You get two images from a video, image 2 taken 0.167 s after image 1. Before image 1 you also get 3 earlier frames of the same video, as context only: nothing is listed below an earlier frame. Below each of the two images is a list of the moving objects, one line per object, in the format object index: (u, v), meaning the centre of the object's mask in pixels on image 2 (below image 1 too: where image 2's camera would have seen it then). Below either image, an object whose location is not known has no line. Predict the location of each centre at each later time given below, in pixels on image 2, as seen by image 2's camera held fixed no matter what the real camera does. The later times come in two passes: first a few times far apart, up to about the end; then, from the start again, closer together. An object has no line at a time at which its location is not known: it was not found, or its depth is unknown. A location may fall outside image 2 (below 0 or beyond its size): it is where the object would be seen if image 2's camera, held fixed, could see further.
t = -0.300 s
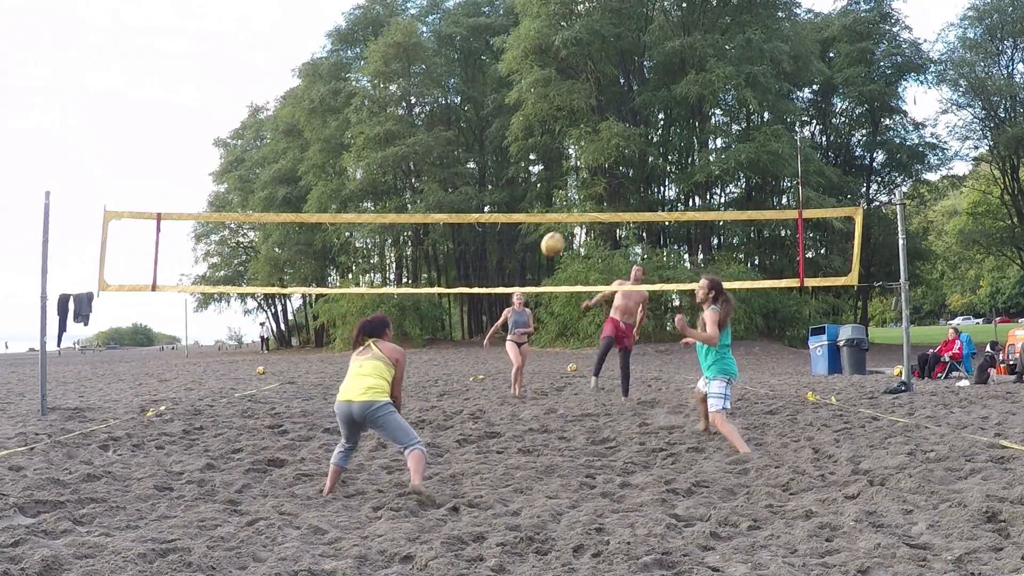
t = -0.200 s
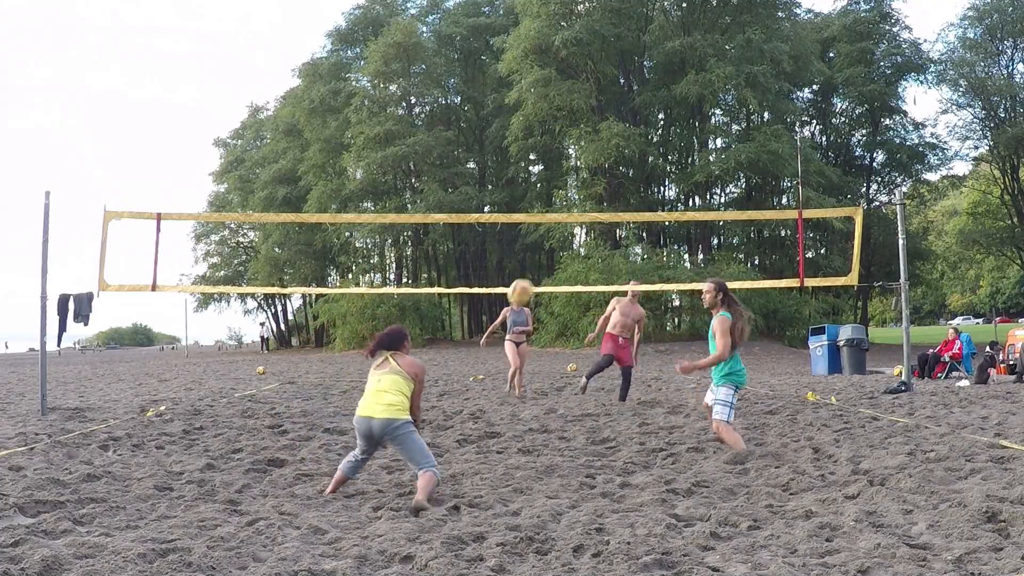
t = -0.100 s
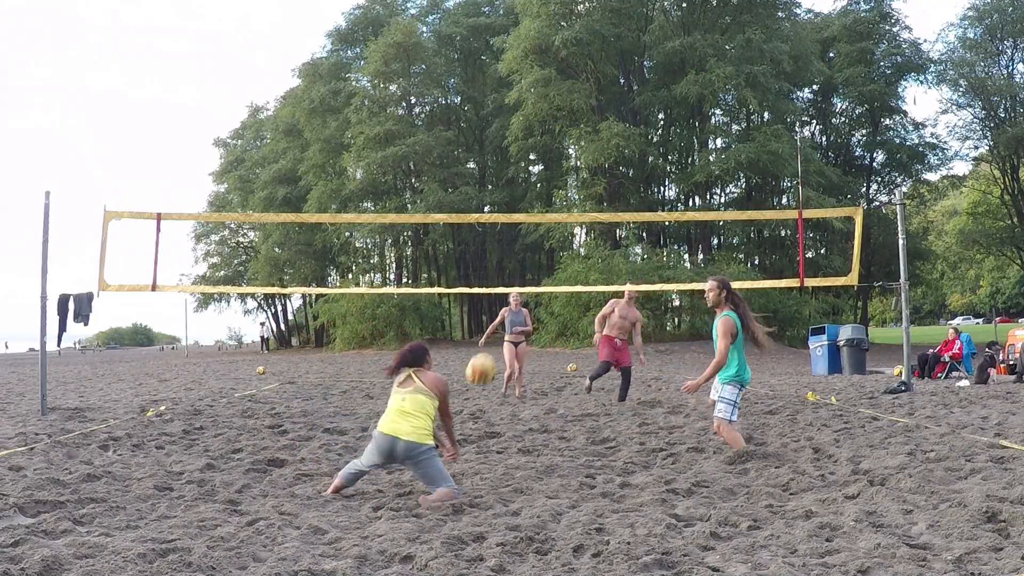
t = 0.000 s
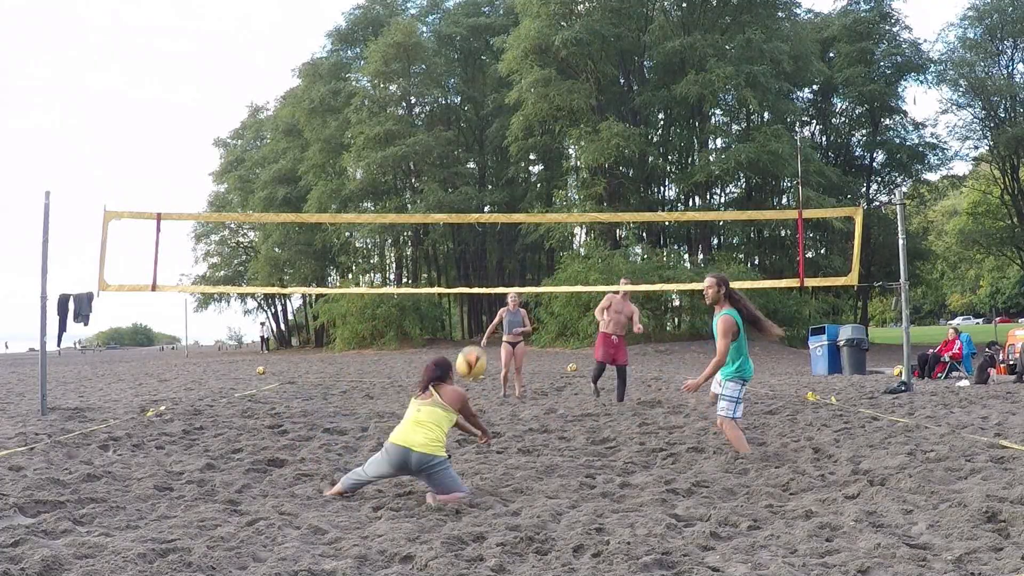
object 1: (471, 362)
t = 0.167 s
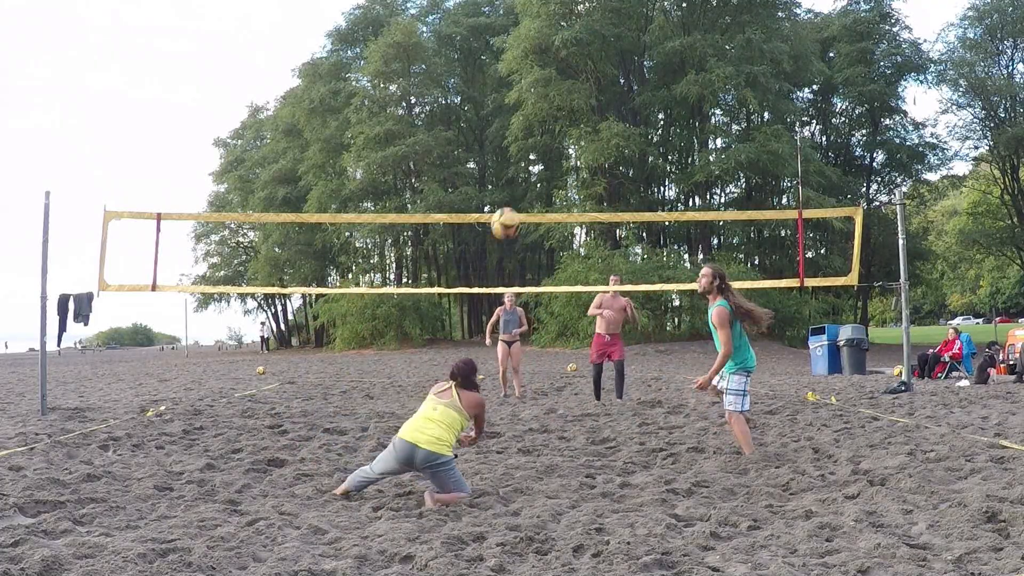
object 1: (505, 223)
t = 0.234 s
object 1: (518, 181)
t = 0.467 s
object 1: (554, 89)
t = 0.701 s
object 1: (585, 66)
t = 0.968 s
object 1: (619, 110)
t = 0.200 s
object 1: (512, 200)
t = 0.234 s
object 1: (518, 181)
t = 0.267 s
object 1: (523, 163)
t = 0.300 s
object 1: (529, 147)
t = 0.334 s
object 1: (534, 132)
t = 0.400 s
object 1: (544, 107)
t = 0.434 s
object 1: (549, 98)
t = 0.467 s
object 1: (554, 89)
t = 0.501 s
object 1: (558, 82)
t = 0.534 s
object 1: (563, 77)
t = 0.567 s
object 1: (568, 72)
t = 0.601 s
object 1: (572, 69)
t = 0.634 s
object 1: (577, 67)
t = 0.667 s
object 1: (581, 66)
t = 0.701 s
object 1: (585, 66)
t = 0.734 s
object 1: (589, 69)
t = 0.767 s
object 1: (594, 72)
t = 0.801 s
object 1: (598, 75)
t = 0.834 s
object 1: (602, 80)
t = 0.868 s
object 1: (606, 85)
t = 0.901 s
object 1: (610, 93)
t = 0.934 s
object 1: (614, 101)
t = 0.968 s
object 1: (619, 110)
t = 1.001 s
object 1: (623, 120)
